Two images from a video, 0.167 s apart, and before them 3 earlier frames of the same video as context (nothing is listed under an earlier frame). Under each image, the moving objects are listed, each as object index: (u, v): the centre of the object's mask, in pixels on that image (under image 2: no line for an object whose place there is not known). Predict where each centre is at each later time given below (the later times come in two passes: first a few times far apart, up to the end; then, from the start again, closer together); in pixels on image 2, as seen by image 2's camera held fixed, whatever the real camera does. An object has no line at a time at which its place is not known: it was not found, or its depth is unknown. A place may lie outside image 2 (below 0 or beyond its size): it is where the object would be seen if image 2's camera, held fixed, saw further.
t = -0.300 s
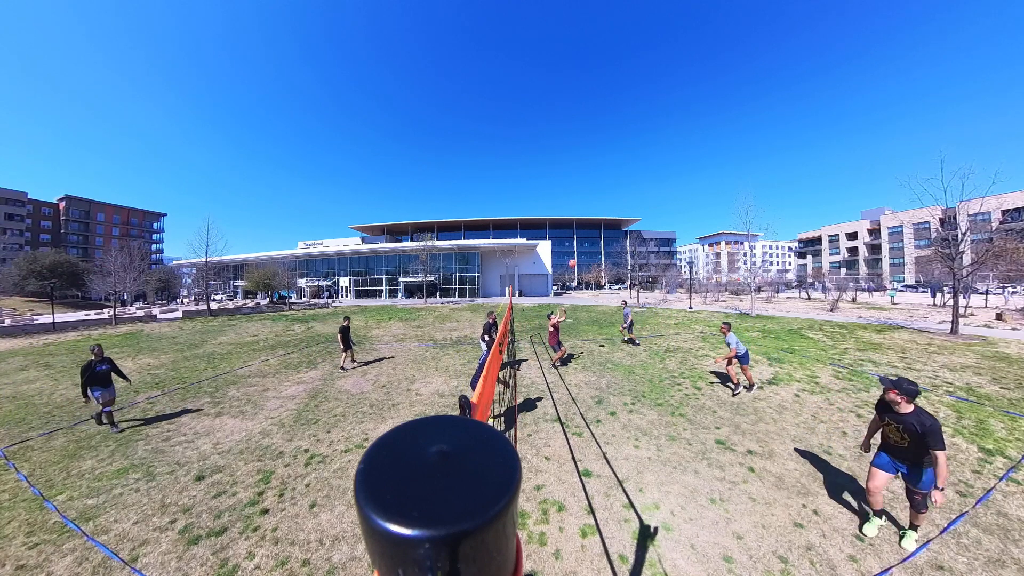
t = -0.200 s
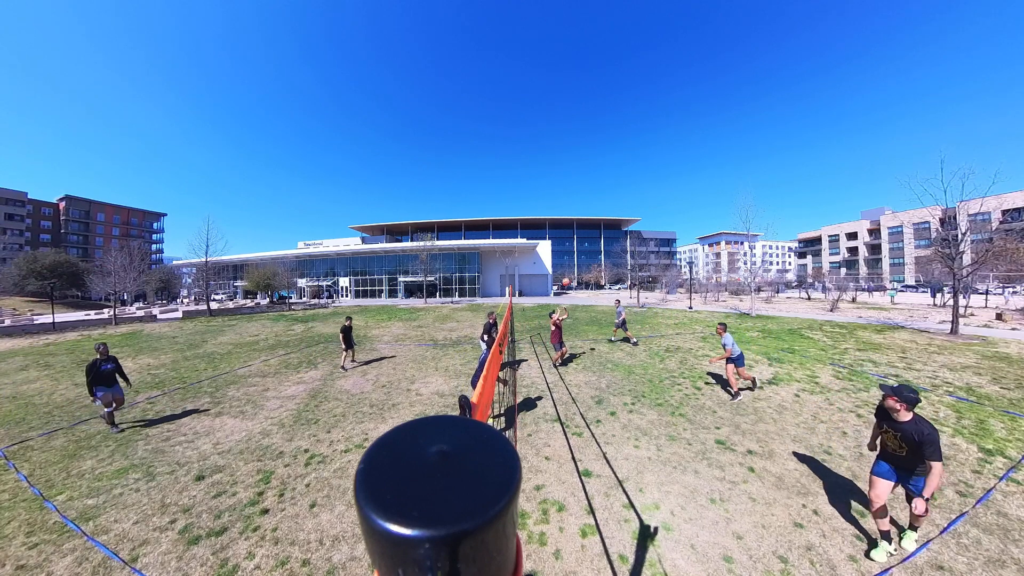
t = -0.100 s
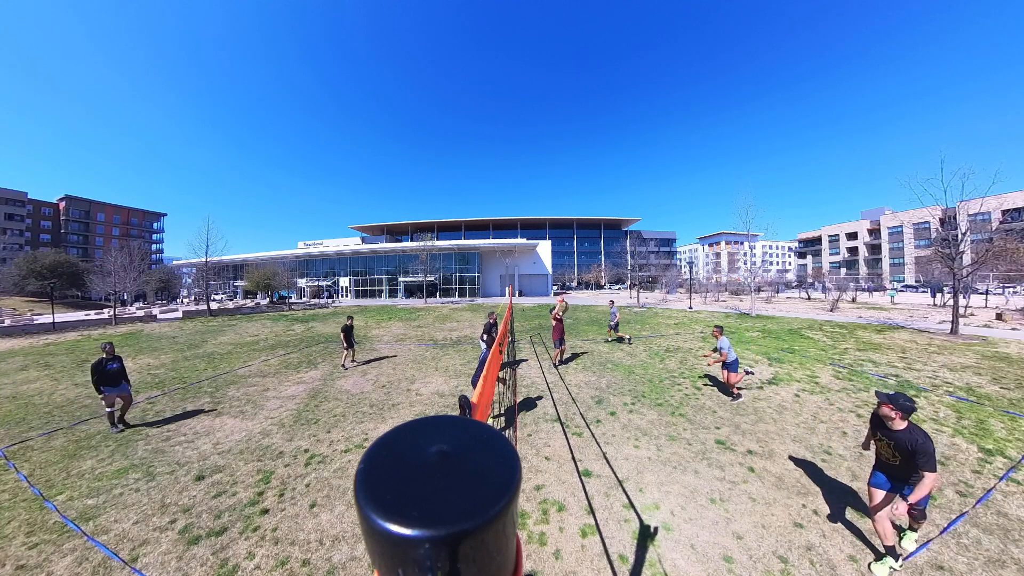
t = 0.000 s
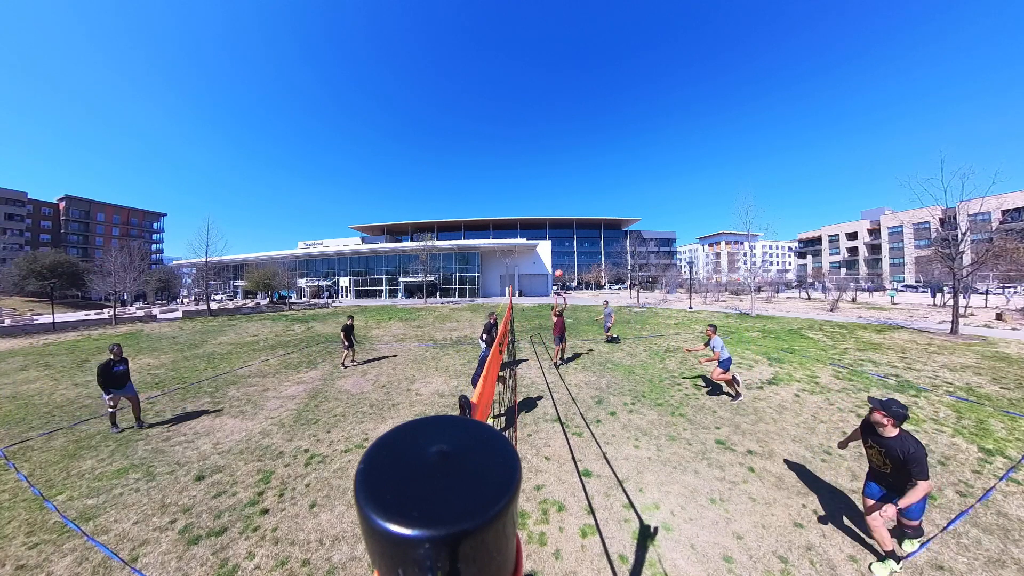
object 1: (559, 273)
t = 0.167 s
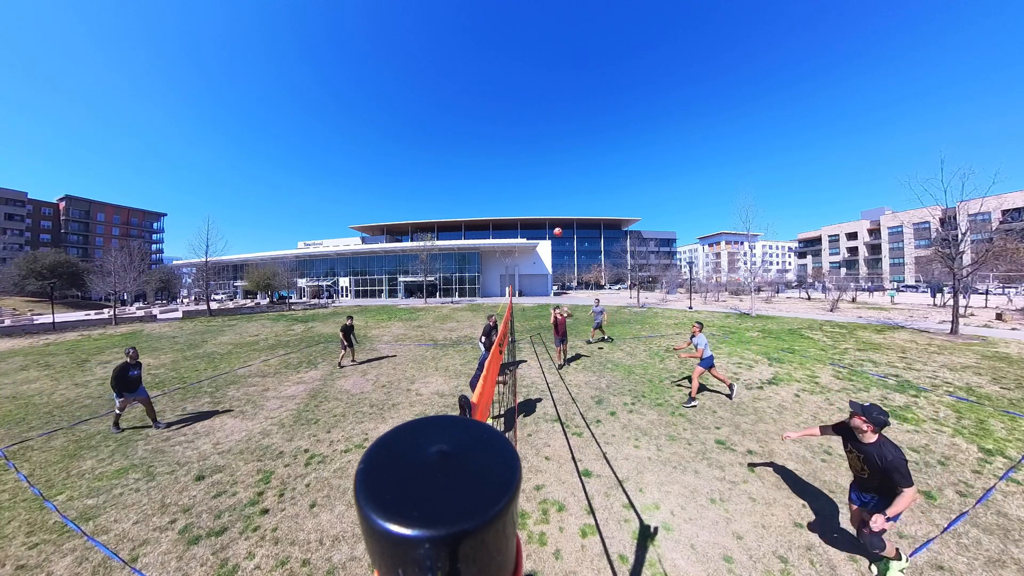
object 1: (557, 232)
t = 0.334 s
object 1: (557, 197)
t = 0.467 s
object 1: (557, 174)
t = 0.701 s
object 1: (557, 149)
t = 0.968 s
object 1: (559, 148)
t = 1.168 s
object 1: (564, 177)
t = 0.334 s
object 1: (557, 197)
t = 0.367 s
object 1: (557, 190)
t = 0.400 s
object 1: (557, 185)
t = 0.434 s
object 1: (557, 179)
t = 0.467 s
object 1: (557, 174)
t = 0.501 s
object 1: (557, 169)
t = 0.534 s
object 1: (557, 165)
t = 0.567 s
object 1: (557, 161)
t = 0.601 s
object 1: (557, 157)
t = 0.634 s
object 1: (557, 154)
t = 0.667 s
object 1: (557, 151)
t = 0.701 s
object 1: (557, 149)
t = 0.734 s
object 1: (557, 147)
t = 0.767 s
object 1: (557, 146)
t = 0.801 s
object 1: (557, 145)
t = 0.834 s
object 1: (558, 144)
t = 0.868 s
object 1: (558, 145)
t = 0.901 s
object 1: (558, 145)
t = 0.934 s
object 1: (559, 147)
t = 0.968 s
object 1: (559, 148)
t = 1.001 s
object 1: (560, 151)
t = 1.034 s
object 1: (561, 155)
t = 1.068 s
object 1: (562, 159)
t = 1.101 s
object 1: (562, 164)
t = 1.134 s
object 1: (563, 170)
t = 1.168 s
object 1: (564, 177)
